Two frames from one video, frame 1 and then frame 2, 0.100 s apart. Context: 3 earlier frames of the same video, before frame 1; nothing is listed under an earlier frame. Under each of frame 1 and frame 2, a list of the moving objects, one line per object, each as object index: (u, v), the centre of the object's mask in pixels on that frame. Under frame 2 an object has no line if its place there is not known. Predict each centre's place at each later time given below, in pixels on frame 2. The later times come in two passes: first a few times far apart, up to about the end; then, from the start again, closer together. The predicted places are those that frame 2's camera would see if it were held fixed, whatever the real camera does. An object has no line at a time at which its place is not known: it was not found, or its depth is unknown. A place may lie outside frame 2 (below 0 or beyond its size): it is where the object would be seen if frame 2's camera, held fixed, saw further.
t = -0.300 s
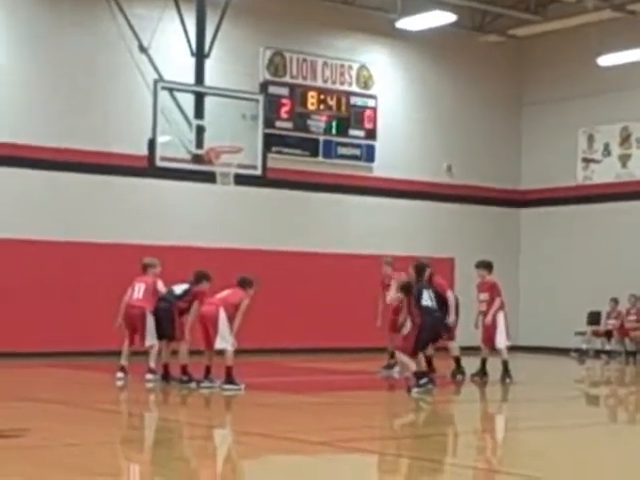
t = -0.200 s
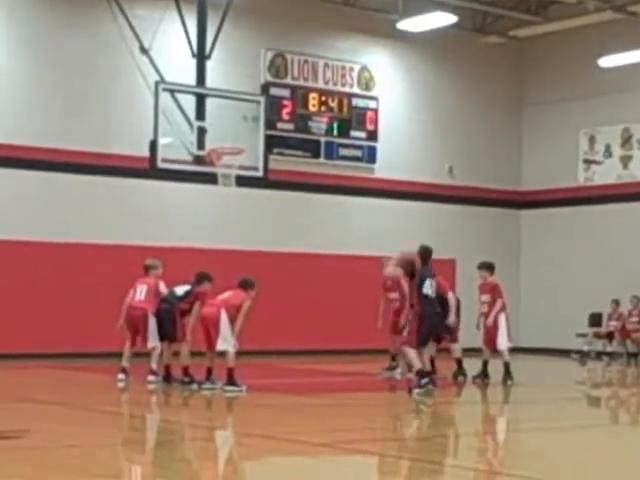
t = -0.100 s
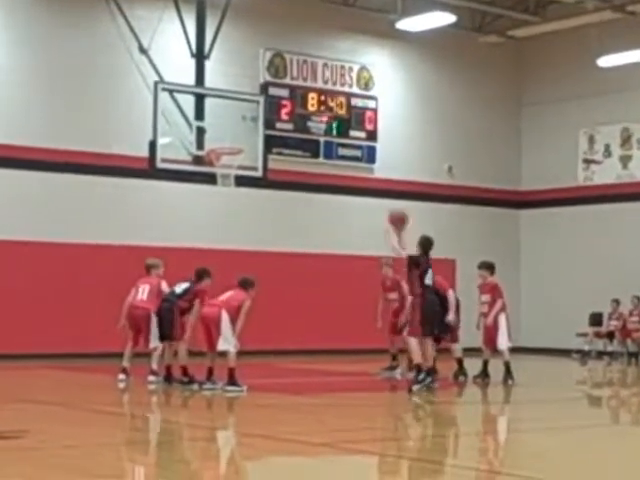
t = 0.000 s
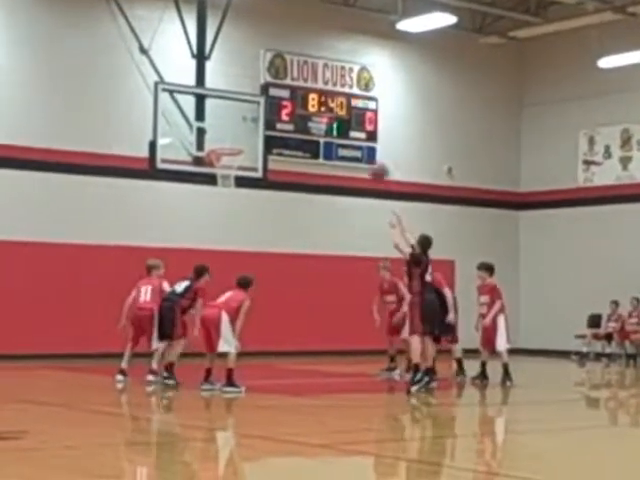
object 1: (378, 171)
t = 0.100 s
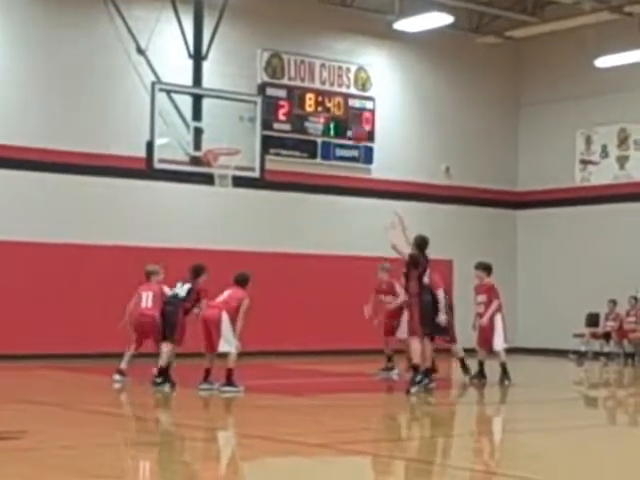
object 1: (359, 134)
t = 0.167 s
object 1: (346, 116)
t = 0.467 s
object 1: (297, 76)
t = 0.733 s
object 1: (257, 94)
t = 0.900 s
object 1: (234, 134)
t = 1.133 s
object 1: (222, 137)
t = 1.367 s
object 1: (227, 130)
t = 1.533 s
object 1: (231, 149)
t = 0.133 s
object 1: (351, 119)
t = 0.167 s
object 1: (346, 116)
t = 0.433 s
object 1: (303, 77)
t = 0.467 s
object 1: (297, 76)
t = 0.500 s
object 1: (293, 75)
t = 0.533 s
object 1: (288, 76)
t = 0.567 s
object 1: (283, 78)
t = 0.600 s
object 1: (280, 78)
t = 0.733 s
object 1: (257, 94)
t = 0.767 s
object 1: (254, 102)
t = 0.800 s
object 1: (248, 111)
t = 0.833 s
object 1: (244, 117)
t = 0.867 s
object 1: (239, 126)
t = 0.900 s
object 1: (234, 134)
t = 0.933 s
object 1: (230, 141)
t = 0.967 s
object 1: (227, 142)
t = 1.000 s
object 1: (224, 143)
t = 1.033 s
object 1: (221, 144)
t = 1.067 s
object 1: (220, 145)
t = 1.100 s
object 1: (220, 141)
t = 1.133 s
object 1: (222, 137)
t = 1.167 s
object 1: (222, 133)
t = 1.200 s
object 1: (223, 131)
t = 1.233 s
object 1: (224, 129)
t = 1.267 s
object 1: (225, 128)
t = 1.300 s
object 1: (225, 128)
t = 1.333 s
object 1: (226, 129)
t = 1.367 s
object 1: (227, 130)
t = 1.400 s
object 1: (228, 132)
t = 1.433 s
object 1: (229, 135)
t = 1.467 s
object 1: (230, 139)
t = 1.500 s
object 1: (231, 144)
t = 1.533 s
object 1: (231, 149)
